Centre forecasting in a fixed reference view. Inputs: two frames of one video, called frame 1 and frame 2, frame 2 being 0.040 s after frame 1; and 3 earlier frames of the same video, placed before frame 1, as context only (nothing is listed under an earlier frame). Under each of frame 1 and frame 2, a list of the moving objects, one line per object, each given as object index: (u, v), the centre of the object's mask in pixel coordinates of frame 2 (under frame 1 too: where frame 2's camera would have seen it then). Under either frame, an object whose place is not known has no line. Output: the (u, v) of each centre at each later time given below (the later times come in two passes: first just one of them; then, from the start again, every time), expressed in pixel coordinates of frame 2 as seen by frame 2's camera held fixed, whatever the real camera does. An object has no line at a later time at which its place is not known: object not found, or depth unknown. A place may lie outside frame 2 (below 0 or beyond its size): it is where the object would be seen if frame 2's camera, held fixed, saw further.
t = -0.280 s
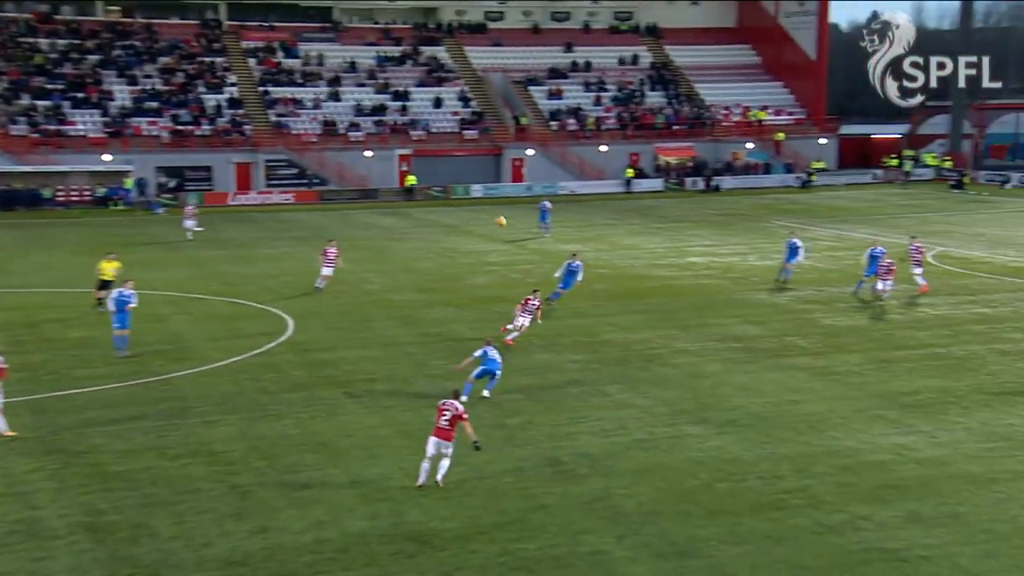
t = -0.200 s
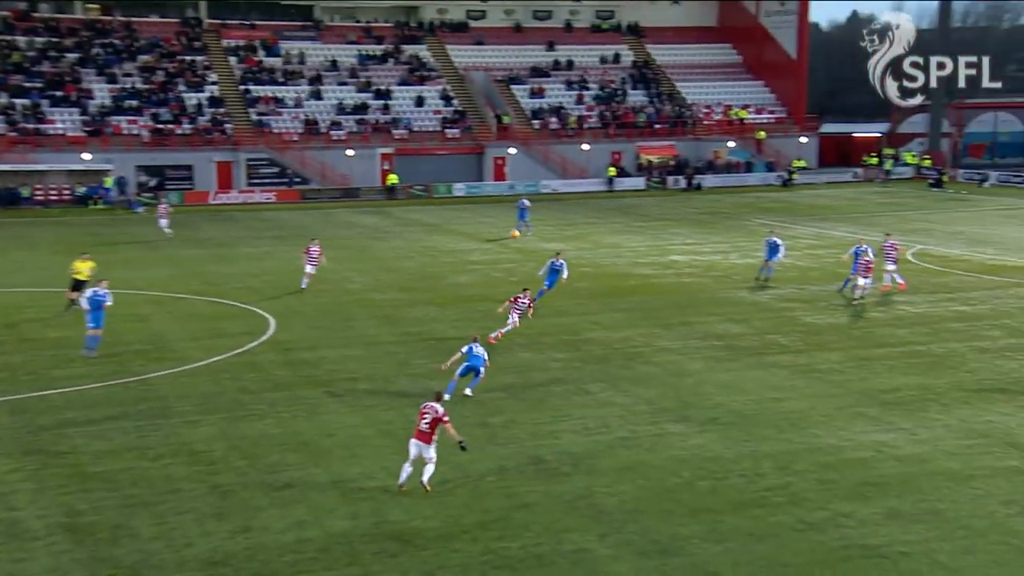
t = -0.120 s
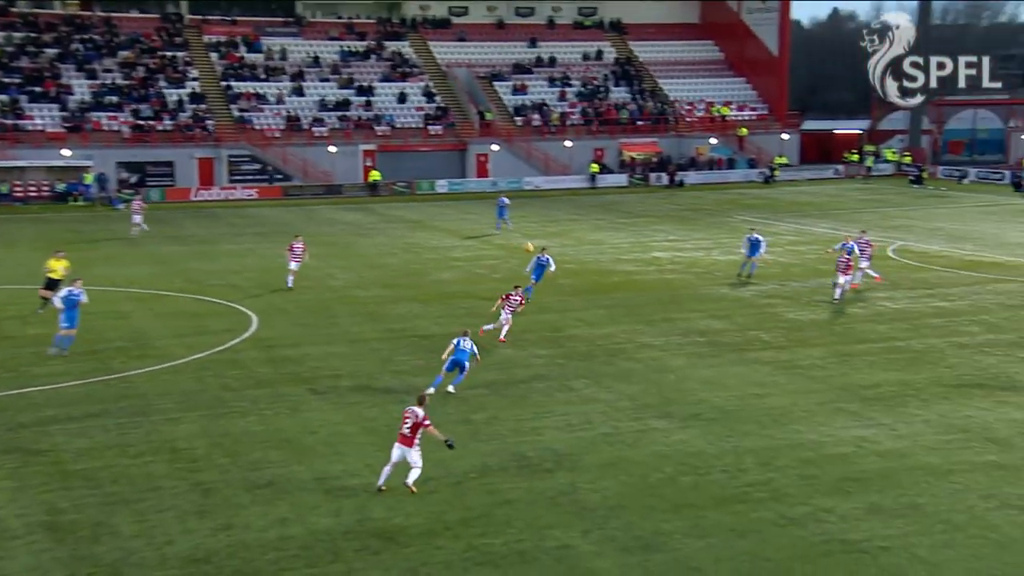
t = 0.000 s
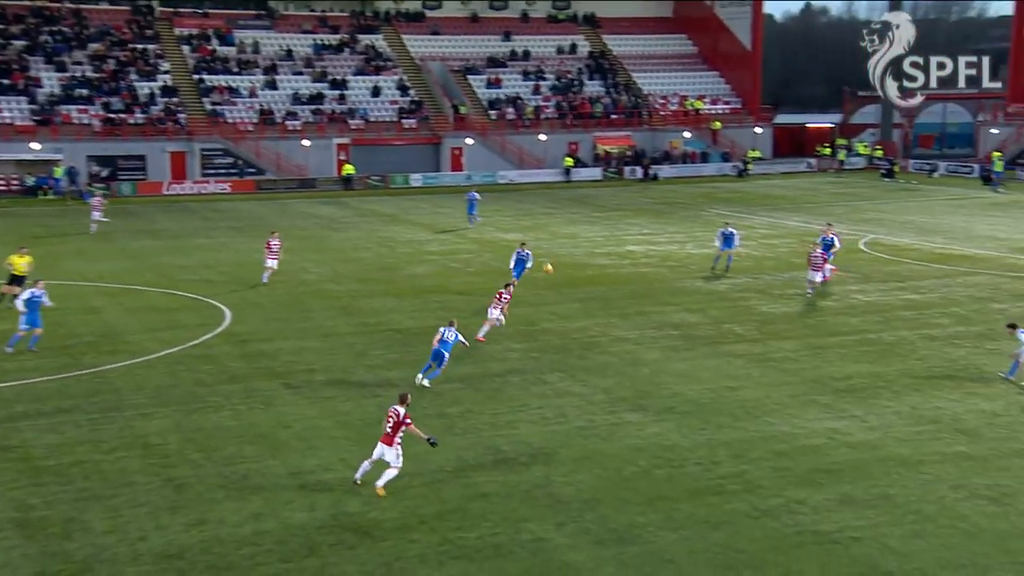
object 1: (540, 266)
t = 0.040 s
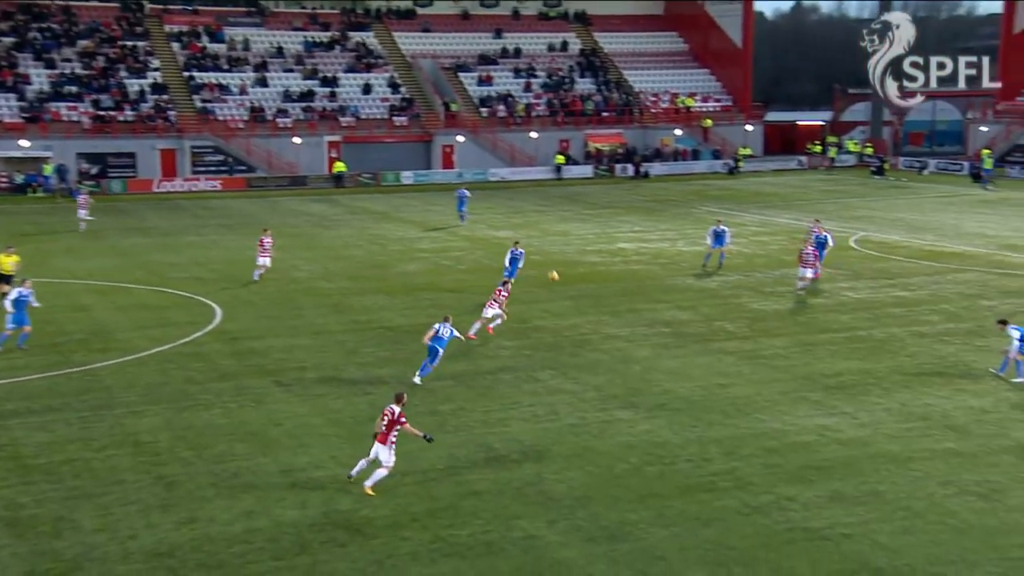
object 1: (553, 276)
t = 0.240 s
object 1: (624, 330)
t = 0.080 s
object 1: (567, 286)
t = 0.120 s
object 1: (581, 296)
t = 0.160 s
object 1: (595, 307)
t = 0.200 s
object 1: (609, 318)
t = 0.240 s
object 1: (624, 330)
